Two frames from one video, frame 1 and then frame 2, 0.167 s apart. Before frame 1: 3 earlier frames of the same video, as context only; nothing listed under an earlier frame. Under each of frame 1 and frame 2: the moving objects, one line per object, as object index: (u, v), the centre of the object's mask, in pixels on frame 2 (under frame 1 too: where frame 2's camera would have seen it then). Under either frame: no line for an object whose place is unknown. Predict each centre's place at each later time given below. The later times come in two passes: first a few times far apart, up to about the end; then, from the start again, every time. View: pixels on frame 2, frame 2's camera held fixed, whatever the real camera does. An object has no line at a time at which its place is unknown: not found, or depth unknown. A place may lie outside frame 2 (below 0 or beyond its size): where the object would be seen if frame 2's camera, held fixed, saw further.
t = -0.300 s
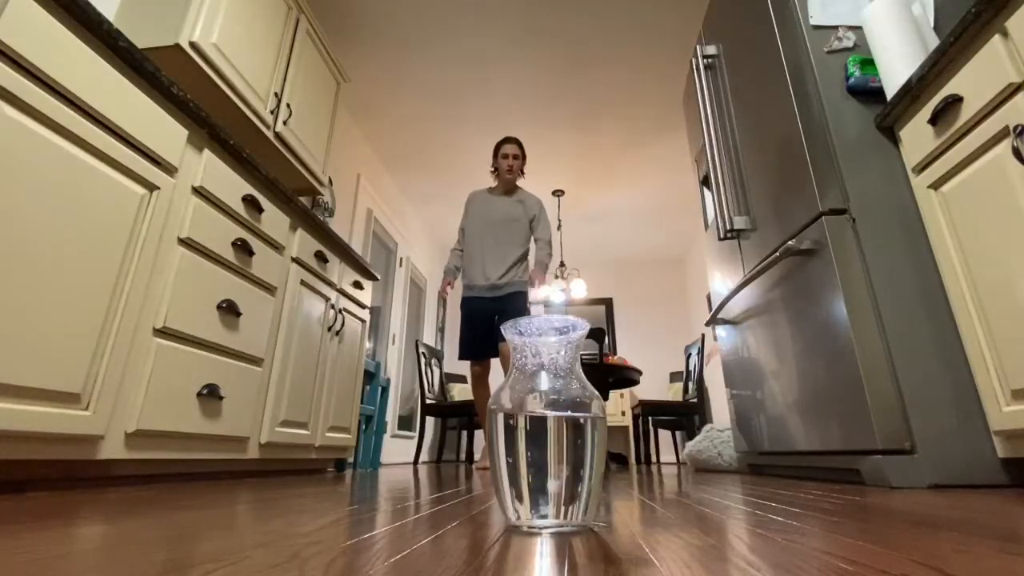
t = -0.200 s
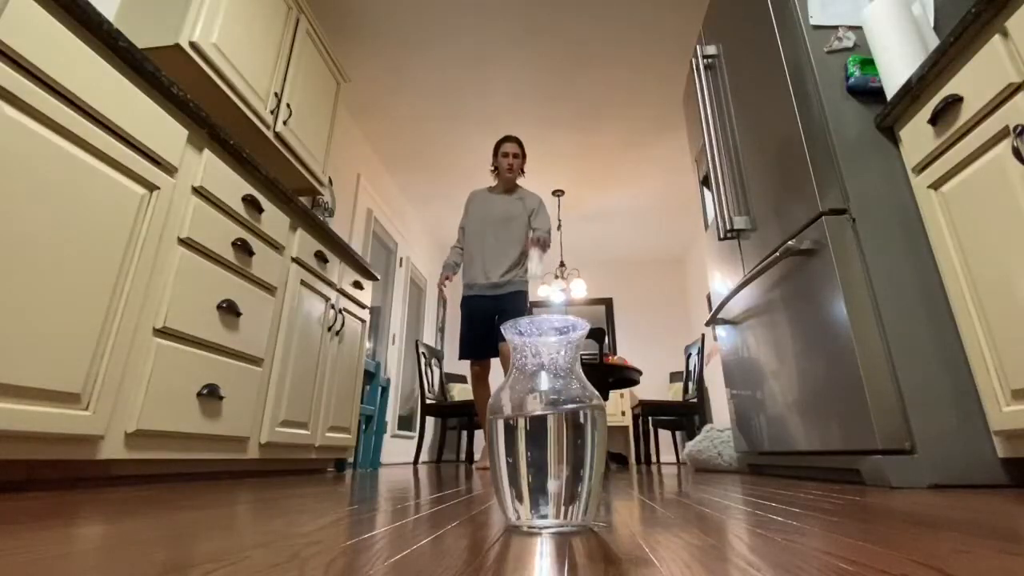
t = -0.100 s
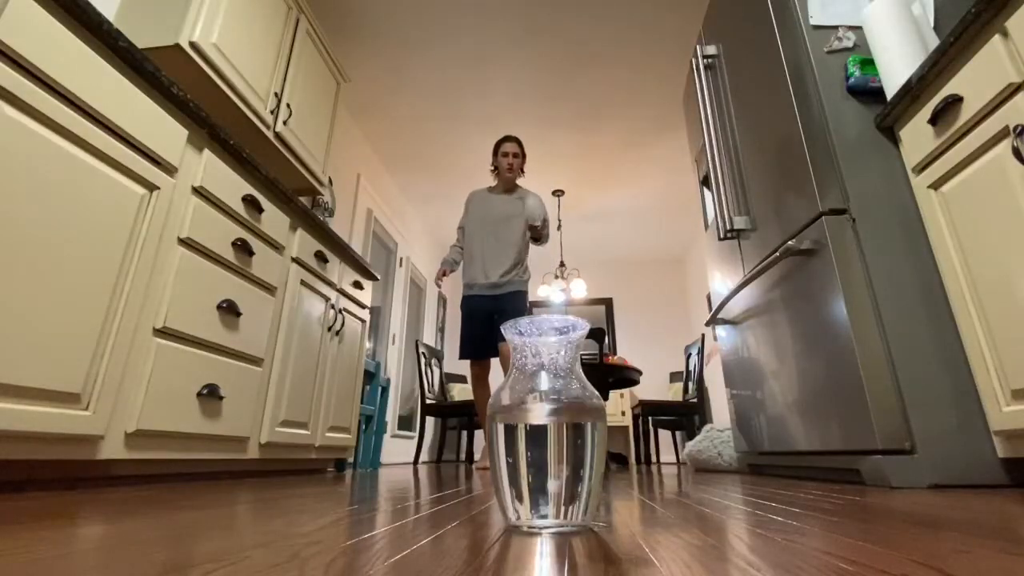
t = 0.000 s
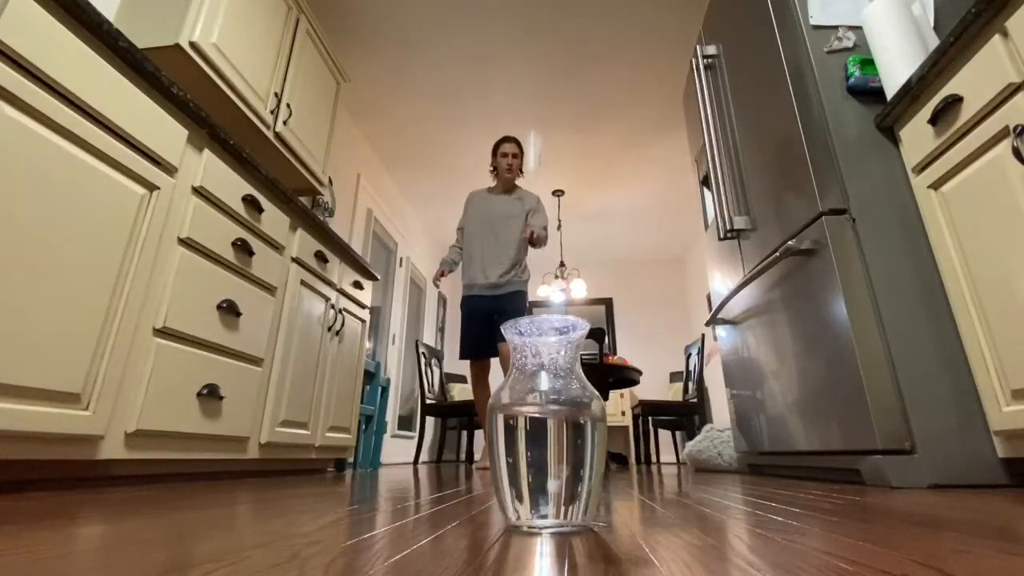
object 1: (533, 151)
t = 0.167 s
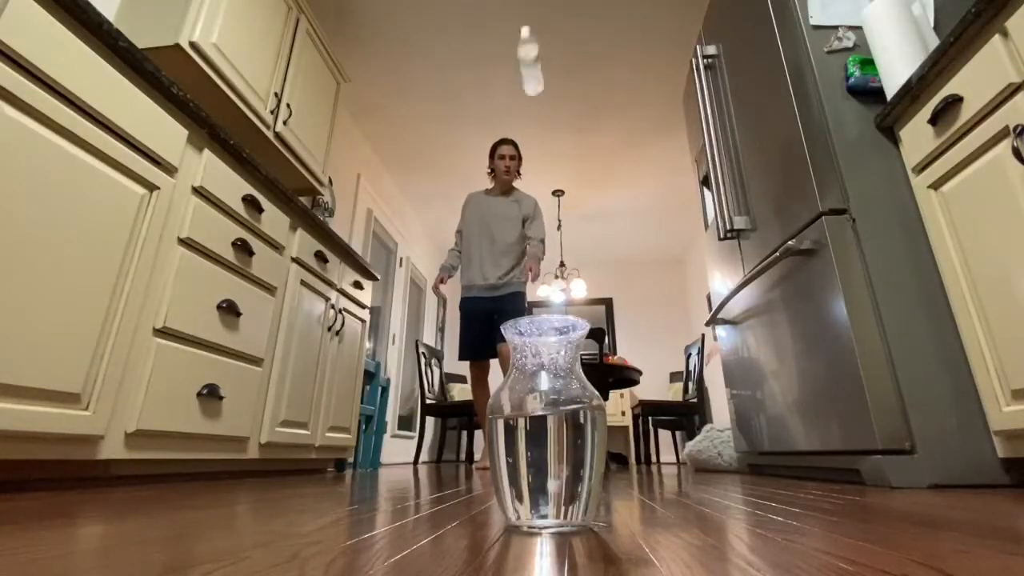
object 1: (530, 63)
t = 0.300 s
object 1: (531, 42)
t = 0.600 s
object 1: (544, 348)
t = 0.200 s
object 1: (530, 53)
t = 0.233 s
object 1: (530, 46)
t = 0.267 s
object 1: (530, 43)
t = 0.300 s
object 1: (531, 42)
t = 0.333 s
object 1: (531, 44)
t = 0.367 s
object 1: (531, 50)
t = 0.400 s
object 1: (532, 60)
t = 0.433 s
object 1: (532, 77)
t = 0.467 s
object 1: (532, 100)
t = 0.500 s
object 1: (533, 140)
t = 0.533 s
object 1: (534, 208)
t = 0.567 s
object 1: (539, 310)
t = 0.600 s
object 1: (544, 348)
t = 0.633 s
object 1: (551, 377)
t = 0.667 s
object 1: (548, 377)
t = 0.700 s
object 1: (546, 327)
